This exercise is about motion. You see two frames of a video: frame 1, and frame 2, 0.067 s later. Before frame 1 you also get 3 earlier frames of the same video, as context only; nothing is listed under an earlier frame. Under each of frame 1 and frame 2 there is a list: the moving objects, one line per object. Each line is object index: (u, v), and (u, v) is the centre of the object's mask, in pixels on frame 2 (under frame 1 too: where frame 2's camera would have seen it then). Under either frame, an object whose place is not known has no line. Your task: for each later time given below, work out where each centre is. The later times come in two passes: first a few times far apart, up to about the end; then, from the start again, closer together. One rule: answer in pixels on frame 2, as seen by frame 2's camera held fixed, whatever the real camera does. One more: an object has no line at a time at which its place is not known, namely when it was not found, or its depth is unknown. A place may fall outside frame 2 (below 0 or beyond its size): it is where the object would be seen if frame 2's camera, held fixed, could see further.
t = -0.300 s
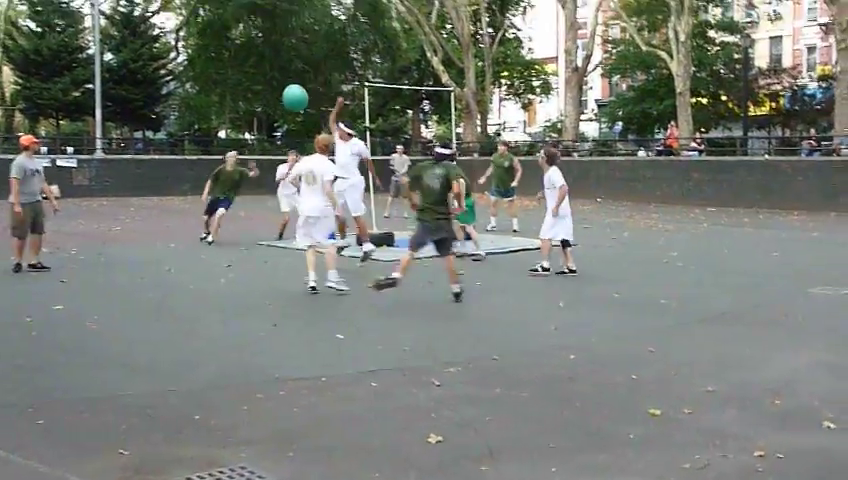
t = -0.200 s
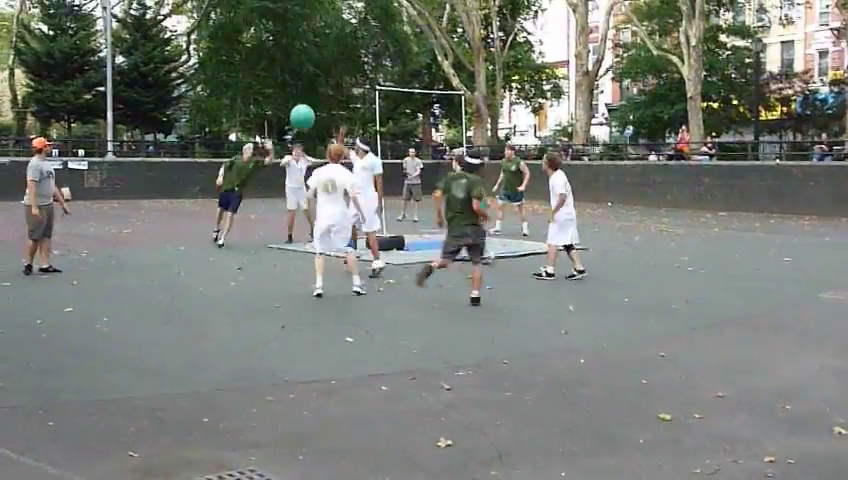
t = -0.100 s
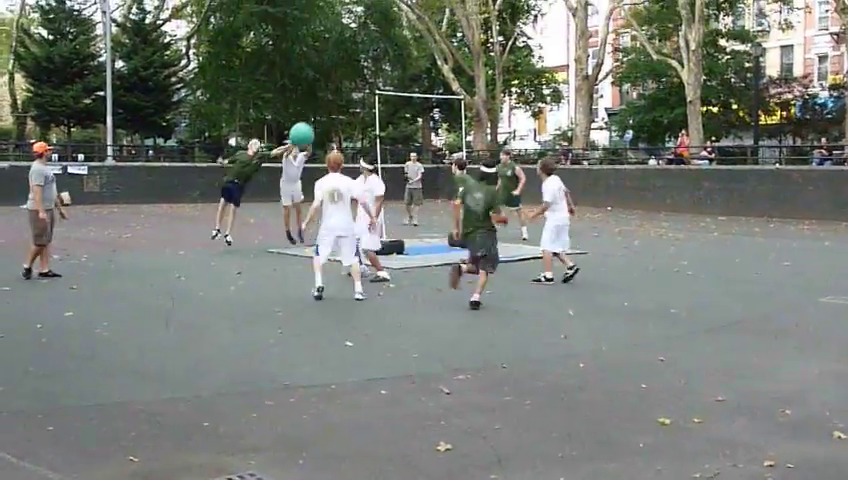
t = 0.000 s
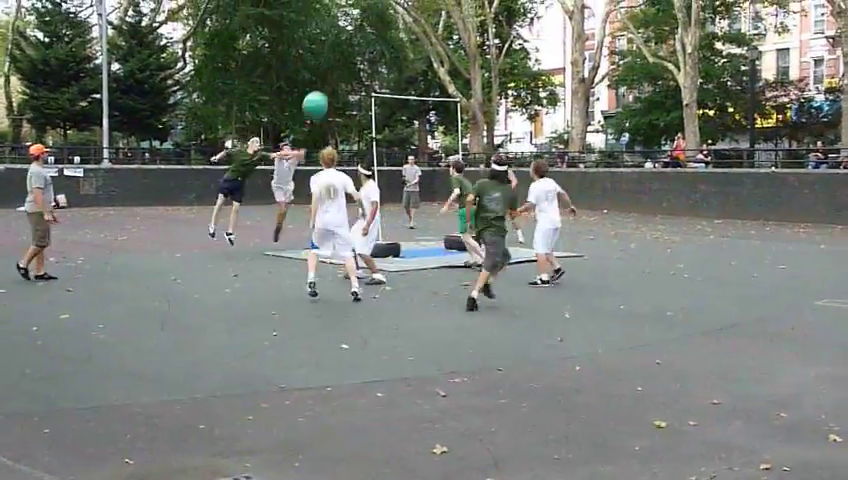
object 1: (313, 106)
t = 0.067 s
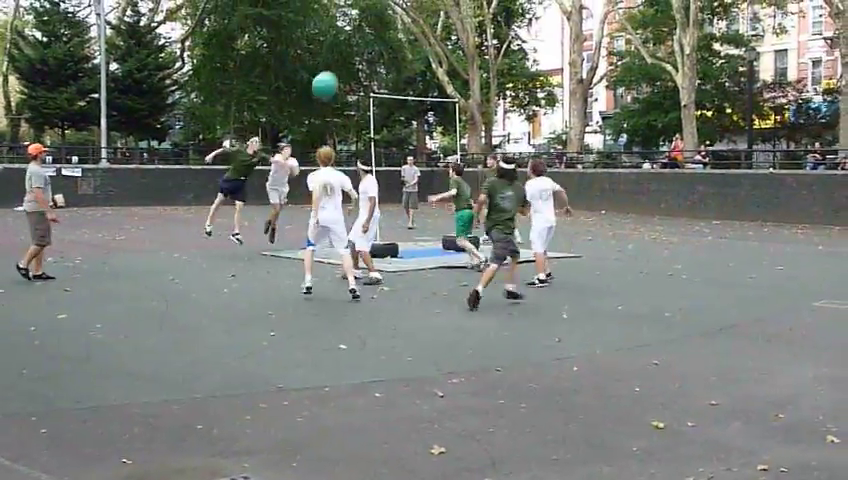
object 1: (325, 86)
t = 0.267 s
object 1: (359, 38)
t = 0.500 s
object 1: (397, 7)
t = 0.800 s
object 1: (453, 15)
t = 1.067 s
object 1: (511, 95)
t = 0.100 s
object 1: (331, 76)
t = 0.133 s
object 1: (336, 67)
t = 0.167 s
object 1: (342, 60)
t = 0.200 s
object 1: (348, 52)
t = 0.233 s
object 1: (353, 45)
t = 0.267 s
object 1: (359, 38)
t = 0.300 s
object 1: (365, 32)
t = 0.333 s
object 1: (370, 26)
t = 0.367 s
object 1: (376, 21)
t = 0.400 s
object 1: (380, 17)
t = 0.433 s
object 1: (387, 12)
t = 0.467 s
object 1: (392, 9)
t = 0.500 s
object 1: (397, 7)
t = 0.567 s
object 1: (409, 3)
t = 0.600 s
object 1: (415, 2)
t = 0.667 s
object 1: (426, 3)
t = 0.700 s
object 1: (433, 4)
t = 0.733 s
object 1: (441, 9)
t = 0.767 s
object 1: (446, 12)
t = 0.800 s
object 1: (453, 15)
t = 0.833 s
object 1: (458, 23)
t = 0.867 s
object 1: (466, 30)
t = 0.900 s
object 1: (473, 38)
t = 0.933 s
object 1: (481, 47)
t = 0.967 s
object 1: (487, 57)
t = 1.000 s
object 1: (494, 68)
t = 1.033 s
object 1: (502, 81)
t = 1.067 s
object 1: (511, 95)
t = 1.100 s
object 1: (518, 109)
